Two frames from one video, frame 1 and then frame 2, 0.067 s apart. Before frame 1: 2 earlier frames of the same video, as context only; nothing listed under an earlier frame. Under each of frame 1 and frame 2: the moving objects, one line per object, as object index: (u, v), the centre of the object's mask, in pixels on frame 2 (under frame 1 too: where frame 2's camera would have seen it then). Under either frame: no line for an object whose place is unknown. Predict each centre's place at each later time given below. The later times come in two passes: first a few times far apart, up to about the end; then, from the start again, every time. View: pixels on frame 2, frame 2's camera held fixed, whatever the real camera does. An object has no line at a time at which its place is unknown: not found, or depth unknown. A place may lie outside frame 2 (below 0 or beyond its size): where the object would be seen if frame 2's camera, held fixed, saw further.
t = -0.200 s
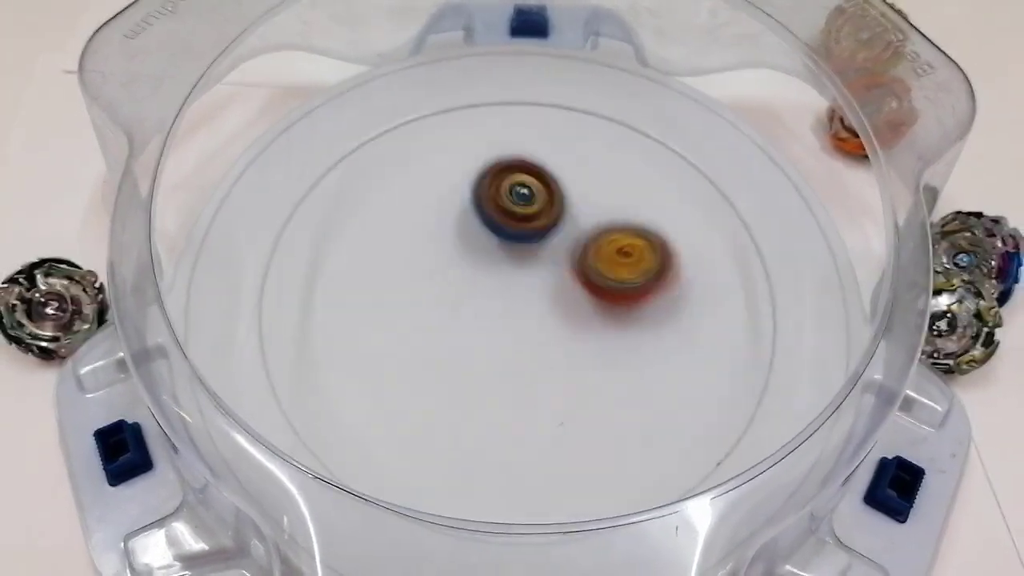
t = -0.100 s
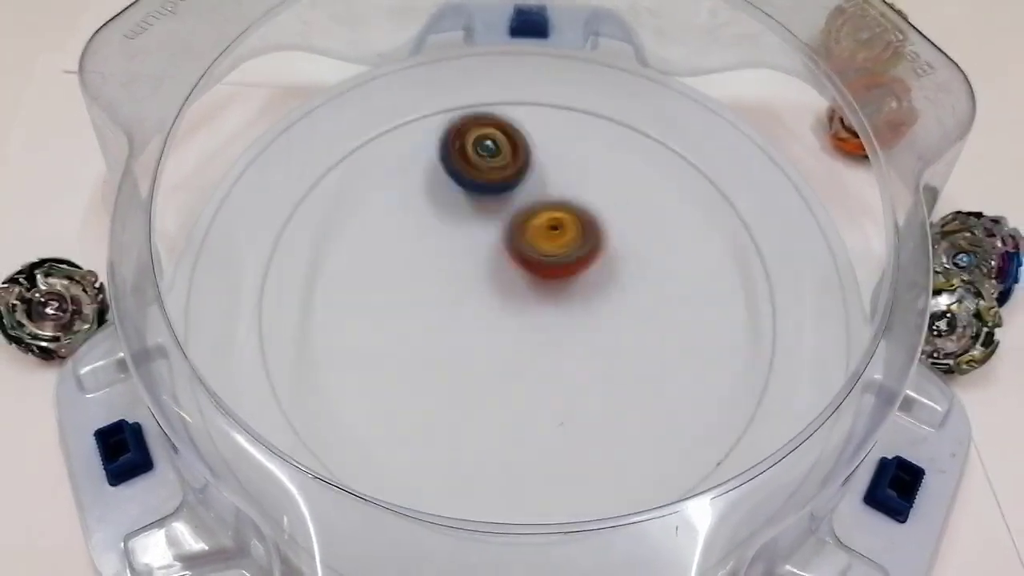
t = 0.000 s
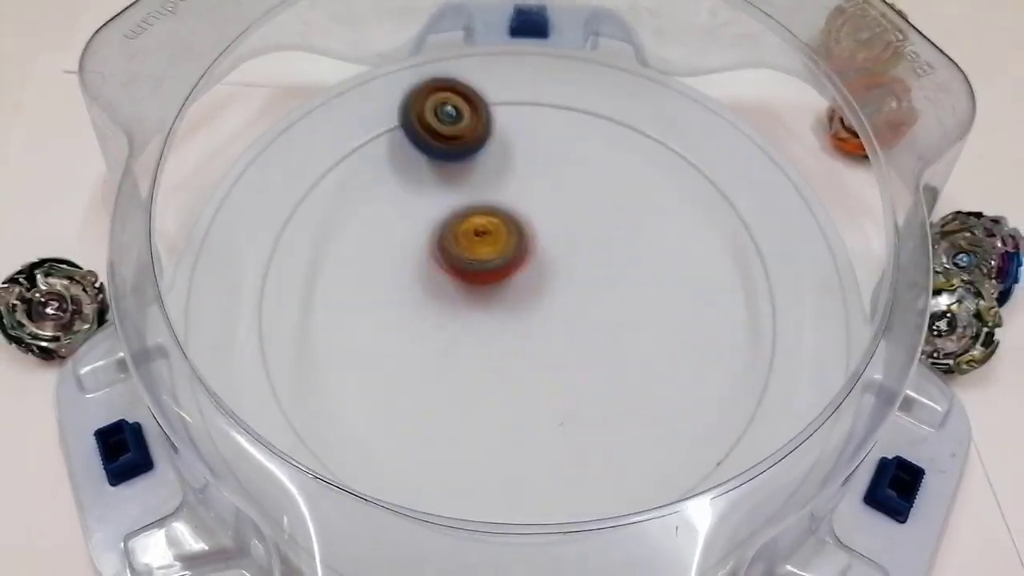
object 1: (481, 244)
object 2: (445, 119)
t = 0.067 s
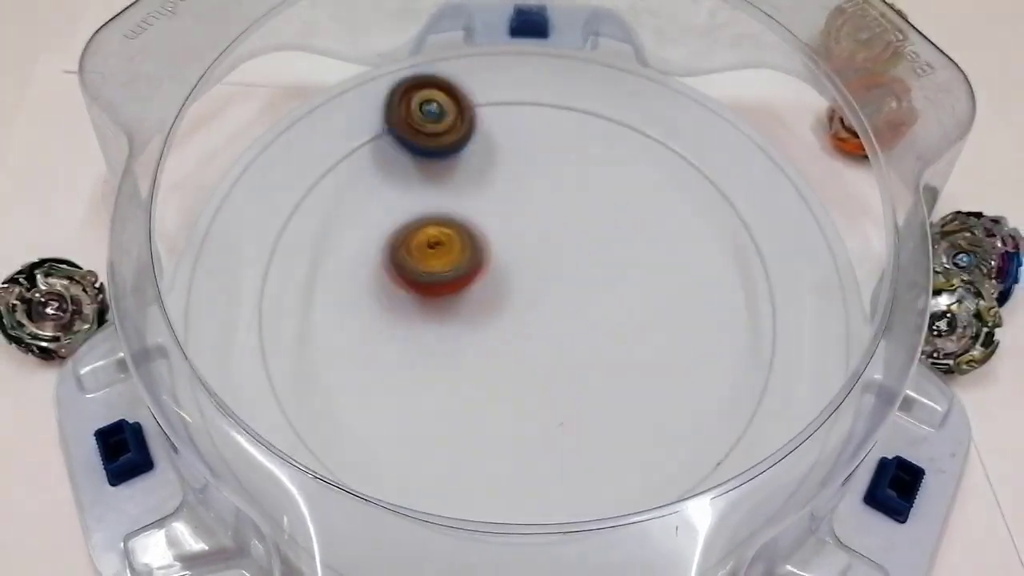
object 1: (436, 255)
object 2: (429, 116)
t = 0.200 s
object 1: (375, 297)
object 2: (408, 134)
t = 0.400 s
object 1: (405, 367)
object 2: (473, 228)
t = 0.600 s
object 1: (501, 345)
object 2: (589, 285)
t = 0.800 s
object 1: (330, 341)
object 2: (814, 195)
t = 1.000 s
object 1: (377, 330)
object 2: (860, 187)
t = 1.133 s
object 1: (453, 298)
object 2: (854, 204)
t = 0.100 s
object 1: (416, 263)
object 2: (421, 117)
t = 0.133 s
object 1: (398, 273)
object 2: (414, 120)
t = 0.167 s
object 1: (386, 284)
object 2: (410, 125)
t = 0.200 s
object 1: (375, 297)
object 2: (408, 134)
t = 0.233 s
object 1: (368, 310)
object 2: (409, 147)
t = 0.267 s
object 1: (366, 324)
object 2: (414, 162)
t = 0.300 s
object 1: (369, 338)
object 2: (424, 178)
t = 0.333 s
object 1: (377, 350)
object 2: (438, 196)
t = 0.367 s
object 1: (389, 361)
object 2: (454, 213)
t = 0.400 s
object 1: (405, 367)
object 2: (473, 228)
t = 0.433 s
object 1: (421, 371)
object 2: (496, 242)
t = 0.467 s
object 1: (440, 370)
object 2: (518, 256)
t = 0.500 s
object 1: (457, 367)
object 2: (540, 268)
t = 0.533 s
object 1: (475, 360)
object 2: (557, 276)
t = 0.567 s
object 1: (490, 353)
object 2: (574, 282)
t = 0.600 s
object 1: (501, 345)
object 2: (589, 285)
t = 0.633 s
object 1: (460, 348)
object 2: (640, 269)
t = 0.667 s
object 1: (419, 350)
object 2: (697, 249)
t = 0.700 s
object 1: (387, 349)
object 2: (743, 230)
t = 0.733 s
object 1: (359, 346)
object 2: (775, 212)
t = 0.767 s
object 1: (340, 344)
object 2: (799, 202)
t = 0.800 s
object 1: (330, 341)
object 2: (814, 195)
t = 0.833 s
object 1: (326, 339)
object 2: (820, 189)
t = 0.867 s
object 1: (328, 338)
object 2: (825, 189)
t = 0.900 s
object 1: (334, 336)
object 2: (834, 189)
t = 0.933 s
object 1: (346, 335)
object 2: (841, 196)
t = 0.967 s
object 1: (359, 333)
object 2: (848, 194)
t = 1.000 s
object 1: (377, 330)
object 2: (860, 187)
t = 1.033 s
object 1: (397, 325)
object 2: (870, 185)
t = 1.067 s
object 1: (416, 319)
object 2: (853, 198)
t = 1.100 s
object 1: (436, 310)
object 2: (852, 203)
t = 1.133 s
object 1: (453, 298)
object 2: (854, 204)
